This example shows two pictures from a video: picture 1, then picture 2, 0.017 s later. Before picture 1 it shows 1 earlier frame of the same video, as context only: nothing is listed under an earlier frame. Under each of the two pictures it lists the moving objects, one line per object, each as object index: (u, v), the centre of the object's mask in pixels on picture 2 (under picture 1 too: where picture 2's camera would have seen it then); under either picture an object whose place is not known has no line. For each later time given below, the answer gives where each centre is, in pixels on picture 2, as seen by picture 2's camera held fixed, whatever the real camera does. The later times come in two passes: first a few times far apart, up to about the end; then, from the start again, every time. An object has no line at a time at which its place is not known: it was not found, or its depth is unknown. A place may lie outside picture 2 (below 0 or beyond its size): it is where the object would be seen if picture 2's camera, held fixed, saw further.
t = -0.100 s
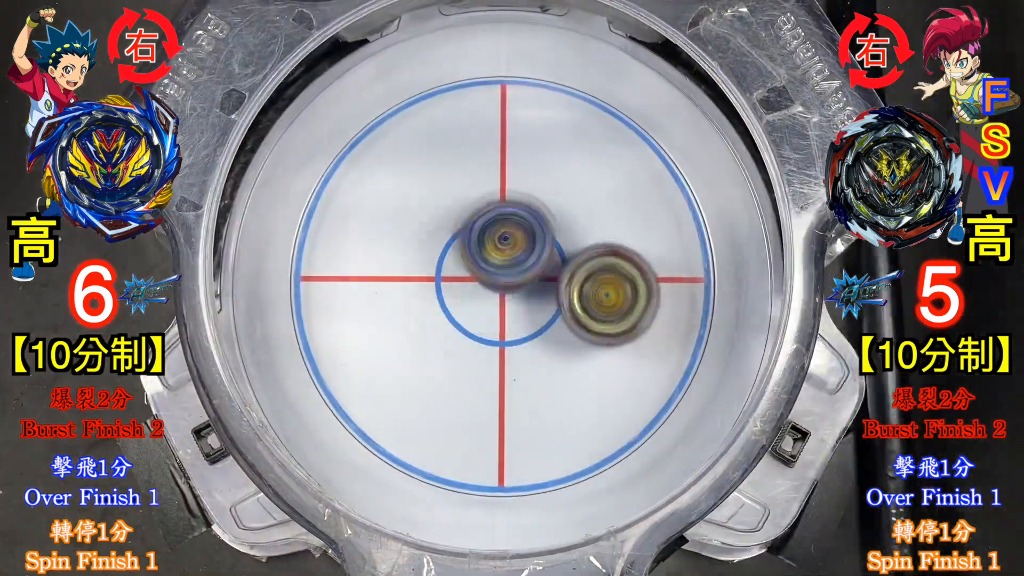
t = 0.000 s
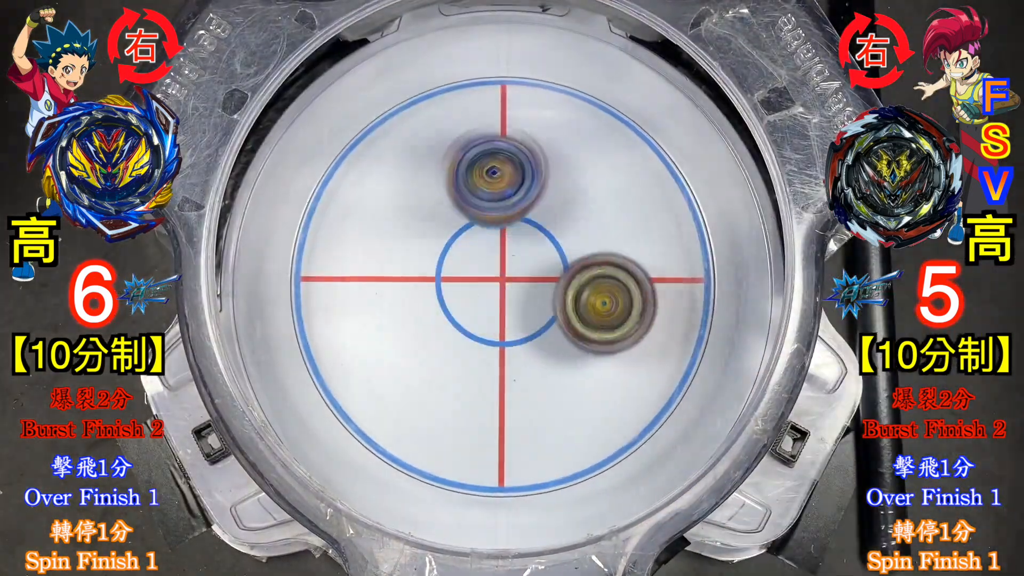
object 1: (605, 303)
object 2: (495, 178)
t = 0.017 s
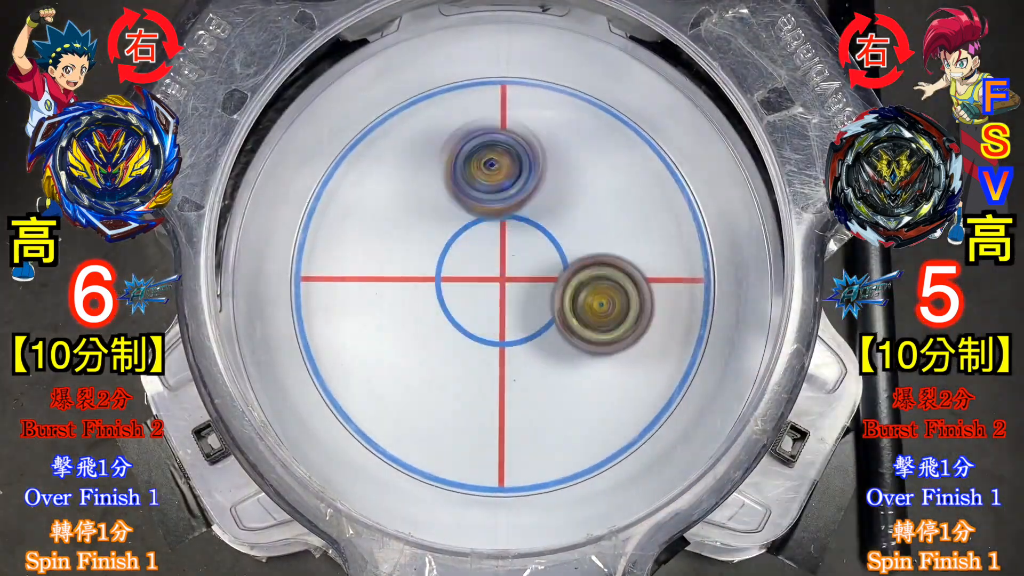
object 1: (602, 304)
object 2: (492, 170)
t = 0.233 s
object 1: (532, 295)
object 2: (458, 163)
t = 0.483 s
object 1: (519, 383)
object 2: (395, 239)
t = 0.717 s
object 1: (558, 387)
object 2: (417, 332)
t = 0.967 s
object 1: (574, 242)
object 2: (508, 370)
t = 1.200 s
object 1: (488, 185)
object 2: (537, 283)
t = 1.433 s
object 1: (384, 218)
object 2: (525, 275)
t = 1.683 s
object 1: (415, 356)
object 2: (510, 304)
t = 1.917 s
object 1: (540, 437)
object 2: (518, 254)
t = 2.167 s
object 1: (624, 279)
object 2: (495, 245)
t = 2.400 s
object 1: (493, 124)
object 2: (481, 278)
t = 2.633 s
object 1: (349, 260)
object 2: (471, 289)
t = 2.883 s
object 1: (473, 499)
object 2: (505, 269)
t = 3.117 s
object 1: (648, 319)
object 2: (537, 237)
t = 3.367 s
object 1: (452, 74)
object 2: (497, 235)
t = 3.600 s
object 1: (382, 324)
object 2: (489, 272)
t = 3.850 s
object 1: (642, 445)
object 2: (692, 277)
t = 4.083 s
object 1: (635, 352)
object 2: (577, 48)
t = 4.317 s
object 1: (419, 241)
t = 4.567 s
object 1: (322, 265)
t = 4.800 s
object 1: (462, 347)
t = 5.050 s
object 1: (595, 315)
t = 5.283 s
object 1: (530, 205)
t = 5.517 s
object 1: (378, 201)
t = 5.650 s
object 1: (343, 275)
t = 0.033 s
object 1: (599, 303)
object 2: (490, 164)
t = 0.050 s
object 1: (595, 303)
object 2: (487, 156)
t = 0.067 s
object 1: (591, 304)
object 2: (484, 150)
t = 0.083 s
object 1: (586, 303)
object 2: (481, 146)
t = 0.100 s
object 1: (581, 303)
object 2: (479, 143)
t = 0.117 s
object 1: (576, 302)
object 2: (477, 142)
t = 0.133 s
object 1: (570, 301)
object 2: (473, 140)
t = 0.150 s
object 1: (564, 300)
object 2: (470, 141)
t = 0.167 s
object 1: (558, 299)
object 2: (467, 143)
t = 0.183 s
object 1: (551, 298)
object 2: (465, 147)
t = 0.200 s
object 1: (545, 297)
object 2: (463, 151)
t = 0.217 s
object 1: (538, 296)
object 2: (461, 156)
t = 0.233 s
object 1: (532, 295)
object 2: (458, 163)
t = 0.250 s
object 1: (526, 294)
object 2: (455, 170)
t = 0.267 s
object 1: (520, 293)
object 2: (452, 179)
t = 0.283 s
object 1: (515, 292)
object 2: (450, 189)
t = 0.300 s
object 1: (510, 291)
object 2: (447, 199)
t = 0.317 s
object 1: (505, 291)
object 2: (445, 209)
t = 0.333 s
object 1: (503, 297)
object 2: (440, 212)
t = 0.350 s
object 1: (503, 307)
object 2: (432, 214)
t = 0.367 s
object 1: (504, 318)
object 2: (425, 215)
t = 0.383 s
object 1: (506, 328)
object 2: (418, 216)
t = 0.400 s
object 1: (507, 338)
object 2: (413, 219)
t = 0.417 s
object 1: (509, 348)
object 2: (408, 223)
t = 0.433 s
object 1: (511, 358)
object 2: (405, 226)
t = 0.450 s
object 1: (514, 366)
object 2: (401, 229)
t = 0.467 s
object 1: (517, 374)
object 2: (398, 233)
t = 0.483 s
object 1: (519, 383)
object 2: (395, 239)
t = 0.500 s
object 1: (522, 389)
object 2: (391, 243)
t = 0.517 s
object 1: (526, 394)
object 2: (389, 250)
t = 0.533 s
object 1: (529, 399)
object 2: (387, 256)
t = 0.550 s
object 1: (533, 404)
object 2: (386, 263)
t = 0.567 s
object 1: (536, 407)
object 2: (387, 270)
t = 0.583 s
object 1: (539, 408)
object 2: (388, 277)
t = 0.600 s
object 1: (542, 408)
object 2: (390, 283)
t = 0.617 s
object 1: (545, 409)
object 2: (392, 290)
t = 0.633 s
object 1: (548, 407)
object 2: (395, 297)
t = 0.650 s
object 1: (550, 404)
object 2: (399, 304)
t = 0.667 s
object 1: (553, 402)
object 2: (402, 312)
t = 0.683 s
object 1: (555, 396)
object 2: (406, 318)
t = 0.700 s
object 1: (556, 391)
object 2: (411, 327)
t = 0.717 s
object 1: (558, 387)
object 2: (417, 332)
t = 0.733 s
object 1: (561, 378)
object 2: (426, 338)
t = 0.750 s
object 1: (562, 369)
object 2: (433, 344)
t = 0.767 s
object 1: (563, 362)
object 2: (440, 350)
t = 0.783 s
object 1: (564, 354)
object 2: (446, 354)
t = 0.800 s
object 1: (565, 345)
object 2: (452, 359)
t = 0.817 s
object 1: (567, 333)
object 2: (460, 364)
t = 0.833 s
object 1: (570, 322)
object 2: (467, 368)
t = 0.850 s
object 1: (573, 310)
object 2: (472, 370)
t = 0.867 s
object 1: (575, 300)
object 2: (477, 372)
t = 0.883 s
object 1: (576, 289)
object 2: (481, 372)
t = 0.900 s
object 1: (576, 279)
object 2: (485, 375)
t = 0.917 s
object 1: (575, 270)
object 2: (491, 378)
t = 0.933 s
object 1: (575, 261)
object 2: (499, 377)
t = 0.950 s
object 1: (574, 251)
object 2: (504, 373)
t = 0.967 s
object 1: (574, 242)
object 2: (508, 370)
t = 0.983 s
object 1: (571, 233)
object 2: (510, 366)
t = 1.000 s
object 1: (568, 225)
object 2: (513, 362)
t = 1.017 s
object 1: (563, 217)
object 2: (520, 358)
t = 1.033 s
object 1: (559, 211)
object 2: (525, 352)
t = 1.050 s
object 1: (553, 206)
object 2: (527, 345)
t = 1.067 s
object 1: (548, 202)
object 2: (528, 338)
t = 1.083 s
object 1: (541, 198)
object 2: (531, 332)
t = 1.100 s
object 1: (535, 195)
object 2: (536, 324)
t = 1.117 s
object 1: (528, 192)
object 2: (538, 315)
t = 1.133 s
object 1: (520, 191)
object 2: (538, 305)
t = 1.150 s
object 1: (512, 191)
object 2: (536, 297)
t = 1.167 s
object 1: (504, 190)
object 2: (538, 292)
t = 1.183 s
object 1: (496, 187)
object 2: (540, 287)
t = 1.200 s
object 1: (488, 185)
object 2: (537, 283)
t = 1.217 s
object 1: (481, 183)
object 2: (534, 279)
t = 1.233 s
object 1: (473, 181)
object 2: (535, 278)
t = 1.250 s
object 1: (464, 181)
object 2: (534, 273)
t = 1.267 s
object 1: (456, 183)
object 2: (529, 267)
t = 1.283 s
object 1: (448, 186)
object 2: (524, 264)
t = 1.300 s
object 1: (441, 190)
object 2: (522, 261)
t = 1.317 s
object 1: (435, 193)
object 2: (521, 258)
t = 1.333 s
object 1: (429, 198)
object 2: (516, 259)
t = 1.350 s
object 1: (422, 201)
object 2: (512, 259)
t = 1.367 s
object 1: (412, 203)
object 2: (518, 264)
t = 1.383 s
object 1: (404, 206)
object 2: (520, 264)
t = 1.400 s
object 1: (398, 210)
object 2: (519, 266)
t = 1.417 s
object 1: (391, 213)
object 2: (522, 272)
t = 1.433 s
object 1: (384, 218)
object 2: (525, 275)
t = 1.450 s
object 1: (379, 223)
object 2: (525, 279)
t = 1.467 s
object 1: (375, 231)
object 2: (525, 286)
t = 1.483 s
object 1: (372, 238)
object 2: (528, 292)
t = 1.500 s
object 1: (370, 245)
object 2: (528, 291)
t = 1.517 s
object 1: (369, 253)
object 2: (526, 294)
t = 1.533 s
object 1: (369, 262)
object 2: (528, 299)
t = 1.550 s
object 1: (370, 273)
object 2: (528, 300)
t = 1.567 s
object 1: (373, 282)
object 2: (525, 300)
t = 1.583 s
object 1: (376, 291)
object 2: (526, 302)
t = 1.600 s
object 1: (380, 302)
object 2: (525, 302)
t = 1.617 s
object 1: (385, 313)
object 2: (522, 302)
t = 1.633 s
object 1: (391, 325)
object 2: (522, 307)
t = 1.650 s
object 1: (399, 334)
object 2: (520, 305)
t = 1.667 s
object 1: (406, 344)
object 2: (513, 303)
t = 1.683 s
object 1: (415, 356)
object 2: (510, 304)
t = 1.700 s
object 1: (425, 367)
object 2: (509, 303)
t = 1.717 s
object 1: (432, 377)
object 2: (508, 300)
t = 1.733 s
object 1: (439, 389)
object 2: (511, 301)
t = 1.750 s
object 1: (446, 398)
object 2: (514, 296)
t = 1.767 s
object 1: (454, 408)
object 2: (512, 290)
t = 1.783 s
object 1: (464, 416)
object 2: (515, 287)
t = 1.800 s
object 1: (472, 424)
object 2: (518, 280)
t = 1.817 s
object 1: (480, 430)
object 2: (516, 276)
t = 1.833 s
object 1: (490, 434)
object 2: (519, 274)
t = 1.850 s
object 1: (501, 437)
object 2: (518, 269)
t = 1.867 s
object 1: (510, 439)
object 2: (517, 265)
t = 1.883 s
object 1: (519, 442)
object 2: (519, 260)
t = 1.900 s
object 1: (530, 441)
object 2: (517, 254)
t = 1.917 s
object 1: (540, 437)
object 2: (518, 254)
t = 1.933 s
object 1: (548, 435)
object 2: (519, 249)
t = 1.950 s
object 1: (558, 433)
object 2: (516, 248)
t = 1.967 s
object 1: (567, 424)
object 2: (518, 249)
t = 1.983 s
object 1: (575, 416)
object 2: (515, 243)
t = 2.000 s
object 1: (582, 411)
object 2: (512, 242)
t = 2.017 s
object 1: (591, 402)
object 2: (511, 238)
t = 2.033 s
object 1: (598, 391)
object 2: (506, 236)
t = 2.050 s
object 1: (603, 380)
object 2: (507, 237)
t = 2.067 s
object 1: (611, 369)
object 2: (505, 234)
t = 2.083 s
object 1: (617, 354)
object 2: (502, 238)
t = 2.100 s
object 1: (619, 341)
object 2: (501, 239)
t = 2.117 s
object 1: (623, 327)
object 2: (496, 241)
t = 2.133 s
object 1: (626, 310)
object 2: (498, 243)
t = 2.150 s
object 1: (624, 294)
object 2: (497, 241)
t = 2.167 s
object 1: (624, 279)
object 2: (495, 245)
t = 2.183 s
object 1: (622, 262)
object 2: (497, 243)
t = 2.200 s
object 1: (617, 247)
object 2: (493, 245)
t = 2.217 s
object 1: (612, 233)
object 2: (494, 250)
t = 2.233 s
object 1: (606, 217)
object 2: (494, 249)
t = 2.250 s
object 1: (597, 204)
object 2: (492, 253)
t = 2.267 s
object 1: (589, 191)
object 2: (493, 254)
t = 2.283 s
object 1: (579, 178)
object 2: (490, 258)
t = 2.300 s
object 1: (568, 167)
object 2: (493, 263)
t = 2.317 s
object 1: (558, 157)
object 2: (489, 266)
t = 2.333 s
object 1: (545, 147)
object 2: (488, 270)
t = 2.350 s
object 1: (531, 140)
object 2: (486, 269)
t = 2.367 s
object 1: (520, 133)
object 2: (484, 273)
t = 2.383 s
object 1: (507, 127)
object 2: (485, 275)
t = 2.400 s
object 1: (493, 124)
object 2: (481, 278)
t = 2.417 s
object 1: (480, 121)
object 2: (482, 283)
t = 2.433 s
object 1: (465, 120)
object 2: (479, 286)
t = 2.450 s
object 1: (450, 122)
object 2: (479, 288)
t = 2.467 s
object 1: (438, 124)
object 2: (477, 284)
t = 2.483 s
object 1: (426, 131)
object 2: (475, 288)
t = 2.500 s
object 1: (413, 141)
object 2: (475, 287)
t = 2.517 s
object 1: (403, 150)
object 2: (472, 290)
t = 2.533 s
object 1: (393, 161)
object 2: (474, 292)
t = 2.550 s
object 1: (383, 176)
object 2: (470, 296)
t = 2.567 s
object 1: (374, 189)
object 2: (473, 292)
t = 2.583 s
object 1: (366, 206)
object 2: (470, 290)
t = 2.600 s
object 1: (361, 223)
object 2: (472, 290)
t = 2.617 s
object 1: (354, 240)
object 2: (470, 286)
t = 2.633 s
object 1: (349, 260)
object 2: (471, 289)
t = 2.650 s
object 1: (345, 278)
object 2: (471, 285)
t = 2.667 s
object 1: (343, 297)
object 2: (472, 290)
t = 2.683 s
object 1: (343, 319)
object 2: (474, 286)
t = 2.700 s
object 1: (343, 337)
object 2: (474, 288)
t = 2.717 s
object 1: (345, 357)
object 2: (478, 287)
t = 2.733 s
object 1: (350, 377)
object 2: (477, 286)
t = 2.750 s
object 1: (356, 395)
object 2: (482, 285)
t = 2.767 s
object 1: (363, 416)
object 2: (482, 283)
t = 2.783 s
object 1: (374, 431)
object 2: (486, 282)
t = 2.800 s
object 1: (385, 447)
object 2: (485, 281)
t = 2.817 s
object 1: (400, 463)
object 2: (492, 277)
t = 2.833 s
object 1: (415, 474)
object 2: (492, 276)
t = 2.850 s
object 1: (433, 486)
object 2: (498, 273)
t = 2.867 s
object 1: (453, 493)
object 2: (500, 271)
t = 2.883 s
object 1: (473, 499)
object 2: (505, 269)
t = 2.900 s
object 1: (494, 504)
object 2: (506, 265)
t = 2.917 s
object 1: (514, 507)
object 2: (511, 263)
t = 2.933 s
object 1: (537, 508)
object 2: (513, 260)
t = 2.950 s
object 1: (556, 506)
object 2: (519, 258)
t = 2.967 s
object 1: (577, 505)
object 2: (519, 255)
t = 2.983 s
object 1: (597, 500)
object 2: (524, 252)
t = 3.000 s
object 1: (611, 491)
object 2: (524, 251)
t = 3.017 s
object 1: (620, 475)
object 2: (529, 249)
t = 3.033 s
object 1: (631, 456)
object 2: (528, 247)
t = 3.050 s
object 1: (636, 429)
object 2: (532, 245)
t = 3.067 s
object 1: (643, 404)
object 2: (532, 243)
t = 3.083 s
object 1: (644, 376)
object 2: (535, 241)
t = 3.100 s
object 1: (649, 347)
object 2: (534, 240)
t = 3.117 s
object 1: (648, 319)
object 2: (537, 237)
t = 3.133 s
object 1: (649, 288)
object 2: (535, 238)
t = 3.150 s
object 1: (648, 261)
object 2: (536, 235)
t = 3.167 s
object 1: (644, 230)
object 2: (531, 234)
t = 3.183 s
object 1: (639, 203)
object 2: (531, 232)
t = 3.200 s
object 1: (632, 174)
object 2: (528, 234)
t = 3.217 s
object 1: (625, 148)
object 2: (525, 231)
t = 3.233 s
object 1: (614, 122)
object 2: (522, 234)
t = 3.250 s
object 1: (603, 98)
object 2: (521, 231)
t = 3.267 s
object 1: (589, 76)
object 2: (518, 233)
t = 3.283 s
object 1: (576, 53)
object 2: (513, 231)
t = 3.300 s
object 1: (557, 49)
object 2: (512, 233)
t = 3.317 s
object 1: (530, 52)
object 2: (505, 232)
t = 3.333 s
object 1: (505, 57)
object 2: (505, 233)
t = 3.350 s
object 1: (478, 65)
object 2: (498, 234)
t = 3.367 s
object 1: (452, 74)
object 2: (497, 235)
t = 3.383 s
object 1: (424, 87)
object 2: (491, 238)
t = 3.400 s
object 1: (395, 100)
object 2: (489, 238)
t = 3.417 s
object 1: (368, 116)
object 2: (483, 242)
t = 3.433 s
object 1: (338, 136)
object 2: (479, 242)
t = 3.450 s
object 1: (311, 158)
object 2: (476, 247)
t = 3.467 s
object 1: (284, 183)
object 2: (470, 247)
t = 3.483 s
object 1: (264, 209)
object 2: (470, 252)
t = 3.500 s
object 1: (251, 234)
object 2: (466, 252)
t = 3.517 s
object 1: (262, 248)
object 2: (466, 256)
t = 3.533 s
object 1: (287, 262)
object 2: (461, 260)
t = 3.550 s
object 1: (317, 277)
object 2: (463, 263)
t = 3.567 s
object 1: (346, 293)
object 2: (461, 267)
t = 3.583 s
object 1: (367, 307)
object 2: (471, 269)
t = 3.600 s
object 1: (382, 324)
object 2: (489, 272)
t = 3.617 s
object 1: (397, 341)
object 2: (508, 270)
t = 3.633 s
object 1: (411, 358)
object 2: (530, 272)
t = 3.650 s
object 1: (428, 373)
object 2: (546, 274)
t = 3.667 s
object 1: (445, 388)
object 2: (562, 272)
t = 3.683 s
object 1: (462, 403)
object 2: (577, 275)
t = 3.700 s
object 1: (478, 415)
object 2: (592, 273)
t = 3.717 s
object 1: (497, 425)
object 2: (610, 276)
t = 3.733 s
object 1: (516, 436)
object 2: (623, 278)
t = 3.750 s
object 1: (534, 445)
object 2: (637, 276)
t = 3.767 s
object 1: (552, 450)
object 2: (648, 279)
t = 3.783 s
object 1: (571, 454)
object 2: (659, 276)
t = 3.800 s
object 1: (590, 456)
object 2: (672, 278)
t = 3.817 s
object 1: (607, 459)
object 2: (679, 280)
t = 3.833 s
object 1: (623, 454)
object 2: (687, 276)
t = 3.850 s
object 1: (642, 445)
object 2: (692, 277)
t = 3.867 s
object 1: (658, 437)
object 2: (693, 274)
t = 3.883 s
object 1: (672, 428)
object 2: (699, 275)
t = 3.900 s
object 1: (685, 416)
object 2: (699, 277)
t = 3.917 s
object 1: (696, 404)
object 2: (700, 275)
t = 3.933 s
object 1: (707, 390)
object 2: (699, 275)
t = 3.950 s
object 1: (714, 384)
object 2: (693, 262)
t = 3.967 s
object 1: (709, 384)
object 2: (683, 226)
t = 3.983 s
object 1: (703, 382)
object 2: (676, 195)
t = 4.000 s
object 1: (696, 378)
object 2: (664, 164)
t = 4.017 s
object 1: (686, 375)
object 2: (653, 132)
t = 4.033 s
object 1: (676, 372)
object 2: (645, 104)
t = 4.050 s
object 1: (663, 366)
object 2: (628, 79)
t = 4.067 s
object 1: (650, 360)
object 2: (607, 53)
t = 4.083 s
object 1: (635, 352)
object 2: (577, 48)
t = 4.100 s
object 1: (621, 342)
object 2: (545, 49)
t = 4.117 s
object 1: (606, 334)
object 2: (510, 52)
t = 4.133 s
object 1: (592, 325)
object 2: (479, 54)
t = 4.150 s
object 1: (576, 316)
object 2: (449, 56)
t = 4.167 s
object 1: (562, 306)
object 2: (419, 63)
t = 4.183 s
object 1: (545, 297)
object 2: (383, 70)
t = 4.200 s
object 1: (529, 287)
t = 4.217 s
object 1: (514, 278)
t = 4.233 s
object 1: (499, 270)
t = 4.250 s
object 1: (482, 263)
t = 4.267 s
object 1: (466, 258)
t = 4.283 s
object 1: (449, 253)
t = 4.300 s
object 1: (433, 247)
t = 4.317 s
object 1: (419, 241)
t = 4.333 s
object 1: (405, 237)
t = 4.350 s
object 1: (391, 234)
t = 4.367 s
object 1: (380, 232)
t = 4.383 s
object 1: (368, 231)
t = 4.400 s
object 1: (356, 229)
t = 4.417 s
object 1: (347, 228)
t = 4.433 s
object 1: (340, 229)
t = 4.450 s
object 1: (334, 231)
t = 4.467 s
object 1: (329, 234)
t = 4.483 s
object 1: (325, 239)
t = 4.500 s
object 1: (321, 244)
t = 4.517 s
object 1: (320, 249)
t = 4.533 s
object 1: (319, 254)
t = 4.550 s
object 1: (320, 259)
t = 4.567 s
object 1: (322, 265)
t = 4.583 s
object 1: (325, 270)
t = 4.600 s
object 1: (329, 278)
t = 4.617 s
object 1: (334, 285)
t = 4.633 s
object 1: (341, 292)
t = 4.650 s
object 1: (351, 300)
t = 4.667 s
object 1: (360, 307)
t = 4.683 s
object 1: (370, 315)
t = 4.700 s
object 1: (382, 320)
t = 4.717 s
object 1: (394, 325)
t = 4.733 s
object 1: (408, 332)
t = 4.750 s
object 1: (421, 338)
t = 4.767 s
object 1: (434, 341)
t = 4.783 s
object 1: (447, 344)
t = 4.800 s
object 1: (462, 347)
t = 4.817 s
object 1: (476, 349)
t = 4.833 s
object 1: (489, 351)
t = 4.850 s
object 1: (503, 353)
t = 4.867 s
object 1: (516, 353)
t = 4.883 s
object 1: (527, 352)
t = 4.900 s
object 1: (537, 351)
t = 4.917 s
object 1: (546, 349)
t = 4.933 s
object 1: (556, 345)
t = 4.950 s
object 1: (564, 342)
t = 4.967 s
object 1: (572, 338)
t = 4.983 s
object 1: (579, 335)
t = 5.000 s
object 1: (585, 330)
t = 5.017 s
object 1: (589, 325)
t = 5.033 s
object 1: (593, 319)
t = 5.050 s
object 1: (595, 315)
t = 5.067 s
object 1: (597, 308)
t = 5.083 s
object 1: (598, 302)
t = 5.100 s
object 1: (597, 293)
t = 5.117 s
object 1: (596, 285)
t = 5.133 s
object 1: (594, 278)
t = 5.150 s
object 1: (591, 269)
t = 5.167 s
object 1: (587, 261)
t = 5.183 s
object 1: (582, 252)
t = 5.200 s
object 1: (577, 244)
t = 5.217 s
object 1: (568, 235)
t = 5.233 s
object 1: (560, 227)
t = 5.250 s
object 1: (552, 220)
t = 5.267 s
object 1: (541, 213)
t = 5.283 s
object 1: (530, 205)
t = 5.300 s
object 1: (520, 199)
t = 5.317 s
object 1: (510, 193)
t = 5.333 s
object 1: (499, 188)
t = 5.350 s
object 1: (488, 185)
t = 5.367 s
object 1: (477, 183)
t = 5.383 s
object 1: (466, 181)
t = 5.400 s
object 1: (455, 181)
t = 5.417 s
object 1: (442, 180)
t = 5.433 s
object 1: (431, 181)
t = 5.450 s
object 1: (420, 183)
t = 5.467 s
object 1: (409, 186)
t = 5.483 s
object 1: (397, 190)
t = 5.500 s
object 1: (387, 195)
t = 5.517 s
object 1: (378, 201)
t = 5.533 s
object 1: (369, 208)
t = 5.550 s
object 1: (361, 216)
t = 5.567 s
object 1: (355, 224)
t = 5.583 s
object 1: (349, 235)
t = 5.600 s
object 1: (346, 245)
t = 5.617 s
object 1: (344, 255)
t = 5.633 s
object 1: (342, 265)
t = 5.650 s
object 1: (343, 275)
